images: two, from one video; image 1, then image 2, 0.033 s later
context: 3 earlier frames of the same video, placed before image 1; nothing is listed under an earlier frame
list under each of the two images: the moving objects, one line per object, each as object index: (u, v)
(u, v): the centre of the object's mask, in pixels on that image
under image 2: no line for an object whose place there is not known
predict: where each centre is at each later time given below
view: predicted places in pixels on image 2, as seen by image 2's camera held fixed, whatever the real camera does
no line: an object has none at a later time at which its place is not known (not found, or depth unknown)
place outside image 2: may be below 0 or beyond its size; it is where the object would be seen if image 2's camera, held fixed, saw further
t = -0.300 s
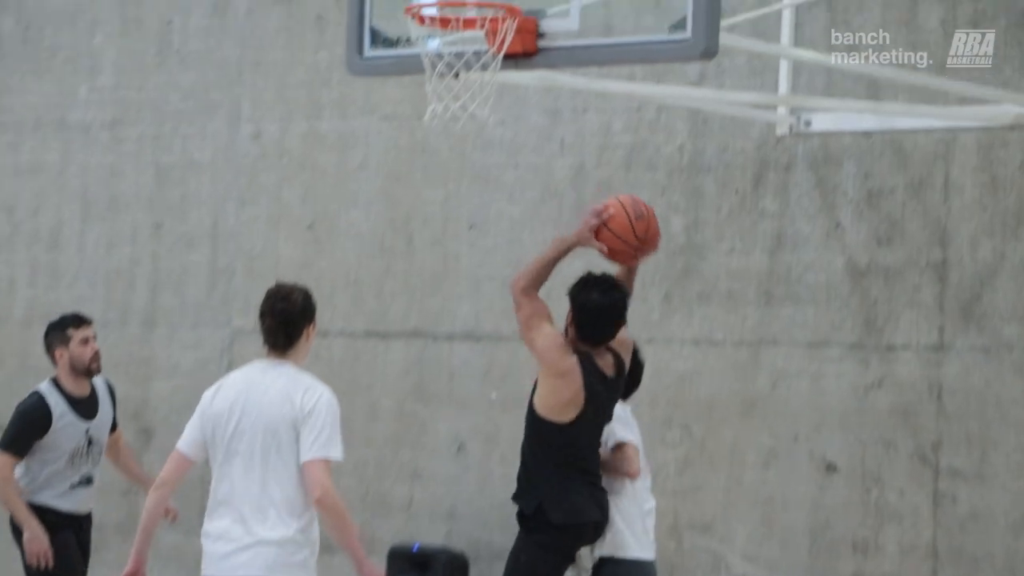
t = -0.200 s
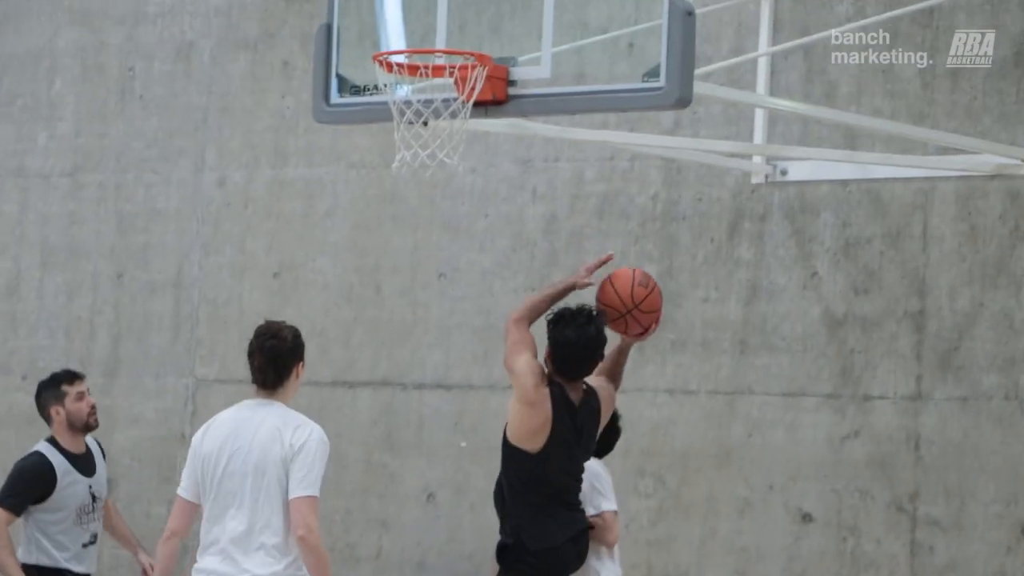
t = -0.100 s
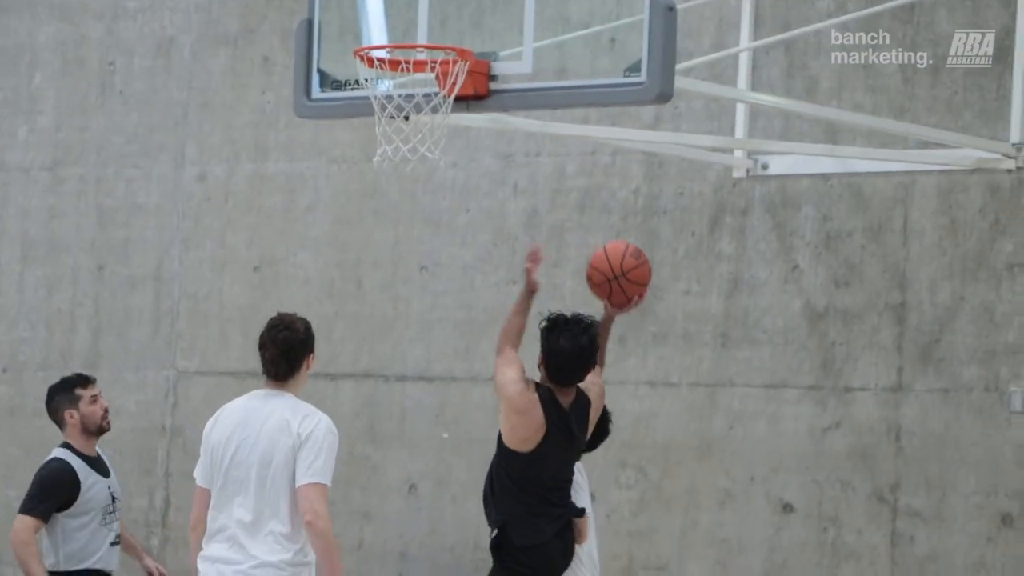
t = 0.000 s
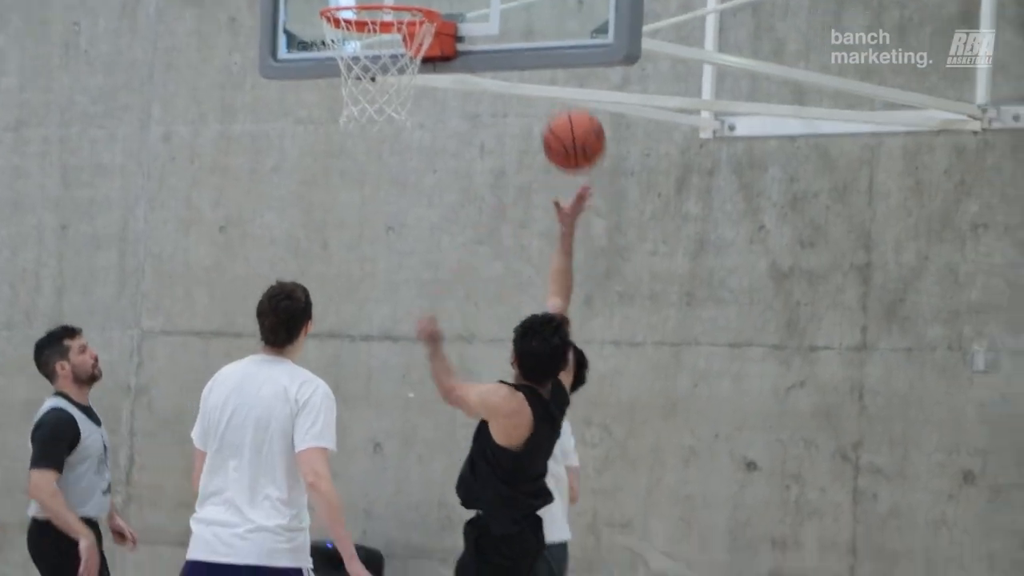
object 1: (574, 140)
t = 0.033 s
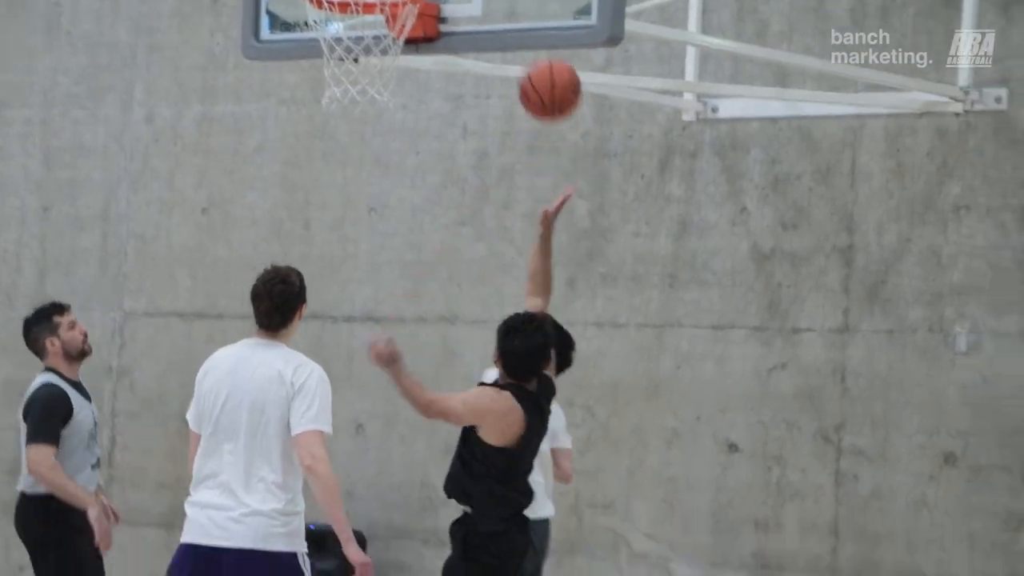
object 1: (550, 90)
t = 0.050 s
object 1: (547, 74)
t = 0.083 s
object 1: (541, 50)
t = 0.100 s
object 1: (537, 48)
